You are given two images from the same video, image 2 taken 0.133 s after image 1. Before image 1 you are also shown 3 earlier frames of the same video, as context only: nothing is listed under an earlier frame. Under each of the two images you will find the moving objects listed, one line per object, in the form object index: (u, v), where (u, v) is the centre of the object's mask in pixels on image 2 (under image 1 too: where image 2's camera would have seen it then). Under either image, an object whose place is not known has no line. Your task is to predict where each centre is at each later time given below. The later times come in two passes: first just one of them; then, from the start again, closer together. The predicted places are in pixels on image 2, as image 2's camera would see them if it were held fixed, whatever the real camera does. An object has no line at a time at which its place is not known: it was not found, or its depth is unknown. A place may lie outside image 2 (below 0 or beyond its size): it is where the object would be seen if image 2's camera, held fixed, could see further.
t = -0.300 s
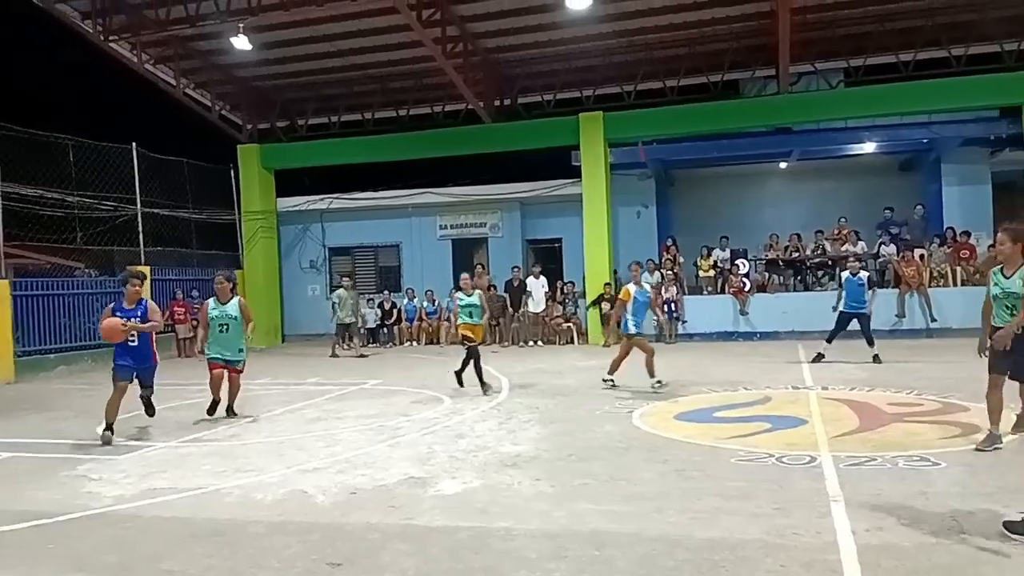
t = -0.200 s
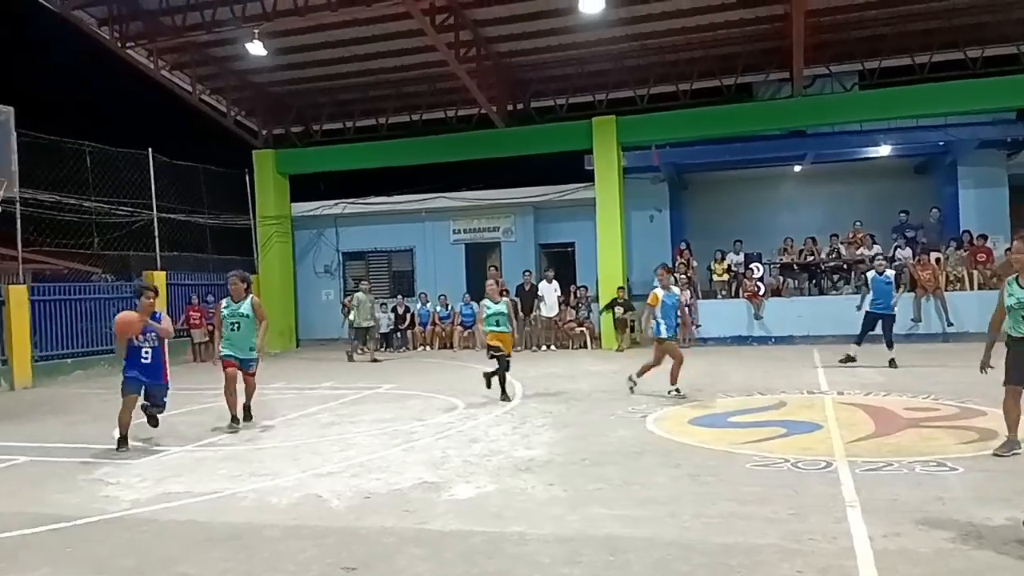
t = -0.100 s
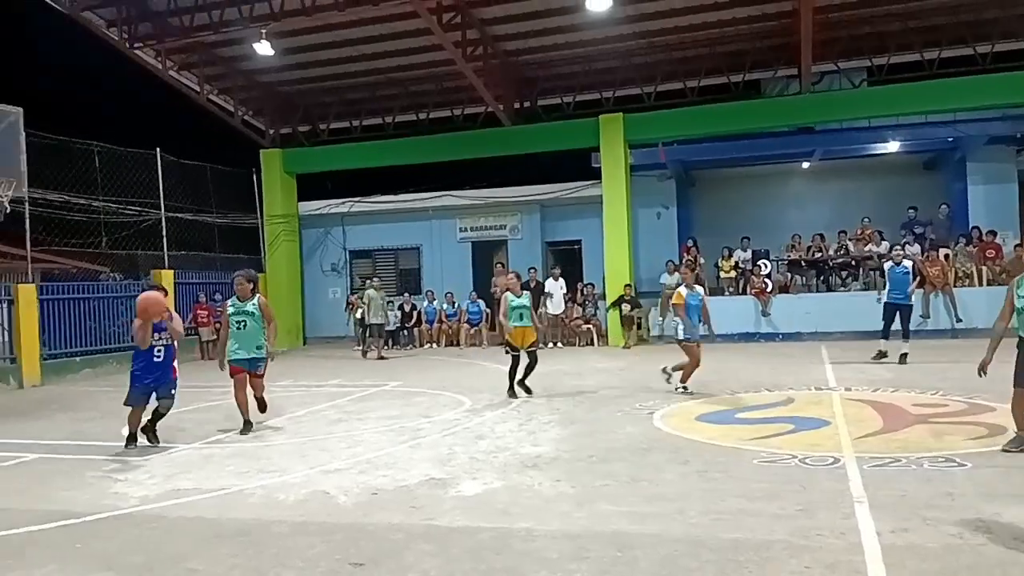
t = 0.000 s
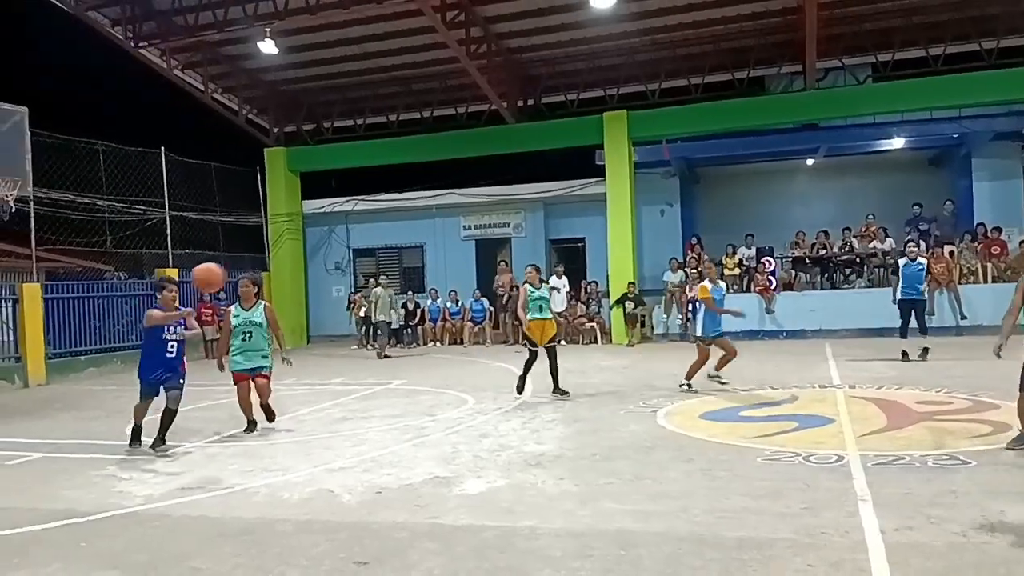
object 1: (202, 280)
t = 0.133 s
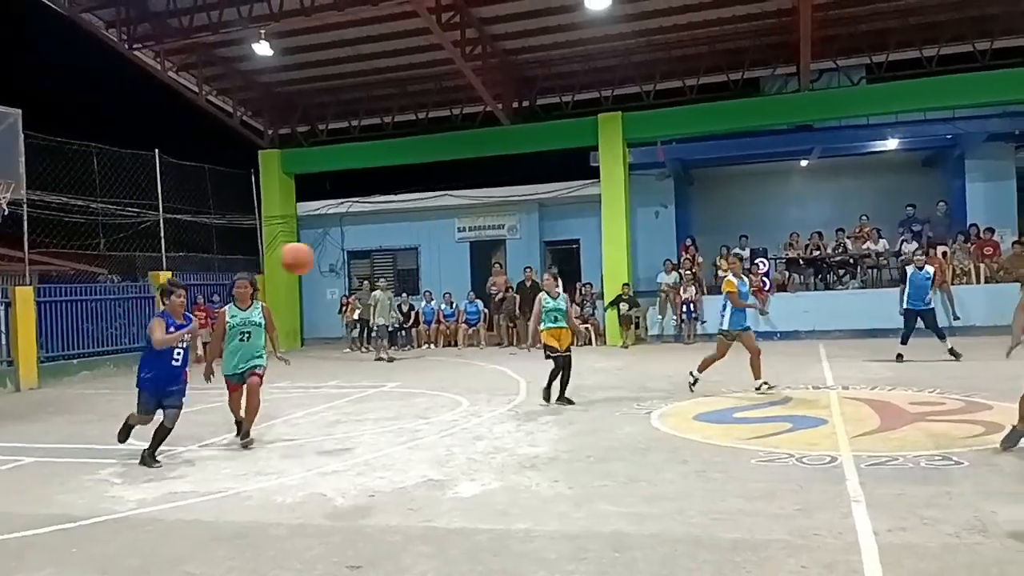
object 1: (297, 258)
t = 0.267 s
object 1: (412, 259)
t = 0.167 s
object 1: (324, 256)
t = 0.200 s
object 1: (352, 255)
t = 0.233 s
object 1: (382, 257)
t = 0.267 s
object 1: (412, 259)
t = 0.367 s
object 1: (517, 279)
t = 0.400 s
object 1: (556, 290)
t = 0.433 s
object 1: (597, 304)
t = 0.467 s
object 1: (641, 321)
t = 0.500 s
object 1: (687, 340)
